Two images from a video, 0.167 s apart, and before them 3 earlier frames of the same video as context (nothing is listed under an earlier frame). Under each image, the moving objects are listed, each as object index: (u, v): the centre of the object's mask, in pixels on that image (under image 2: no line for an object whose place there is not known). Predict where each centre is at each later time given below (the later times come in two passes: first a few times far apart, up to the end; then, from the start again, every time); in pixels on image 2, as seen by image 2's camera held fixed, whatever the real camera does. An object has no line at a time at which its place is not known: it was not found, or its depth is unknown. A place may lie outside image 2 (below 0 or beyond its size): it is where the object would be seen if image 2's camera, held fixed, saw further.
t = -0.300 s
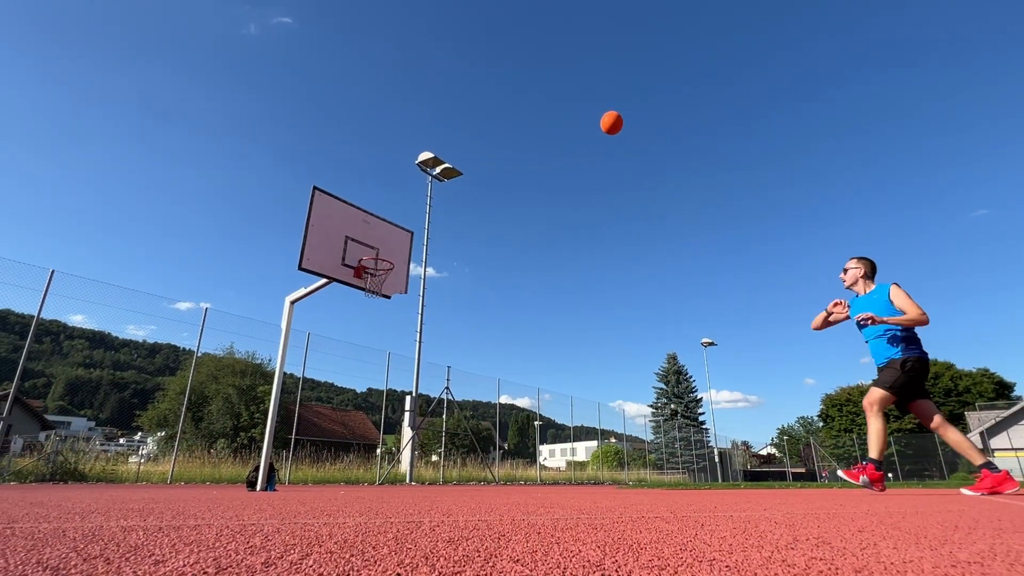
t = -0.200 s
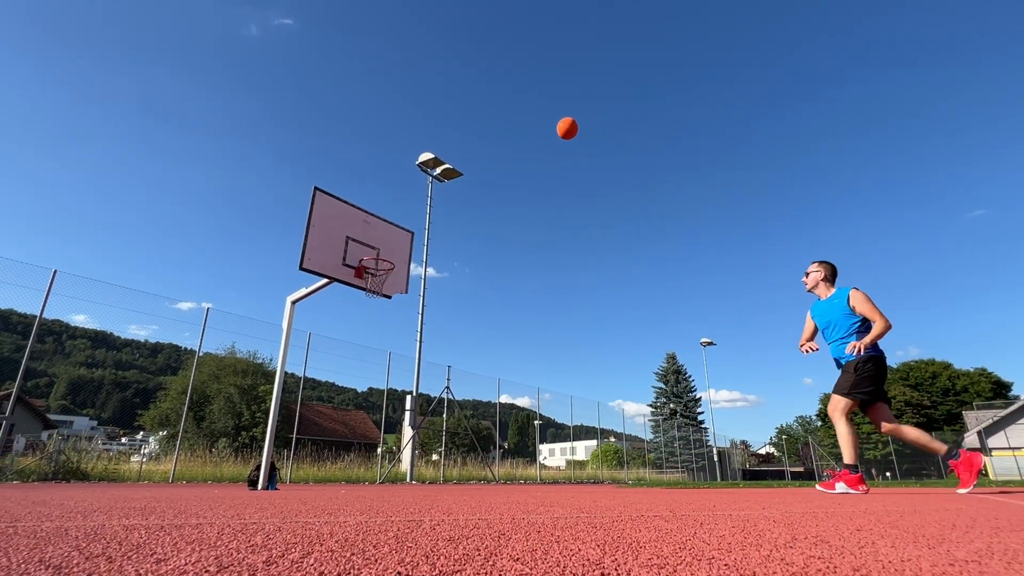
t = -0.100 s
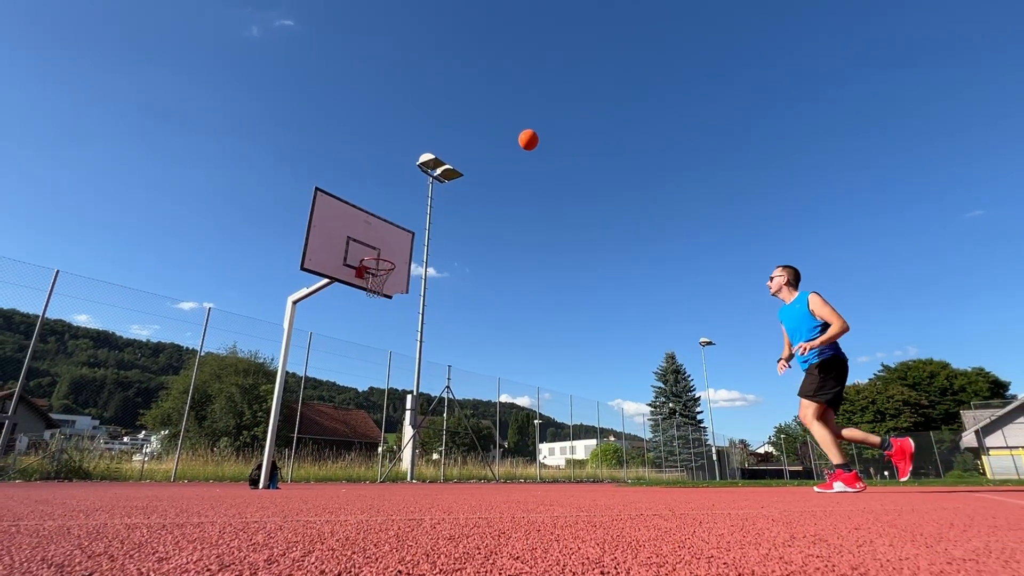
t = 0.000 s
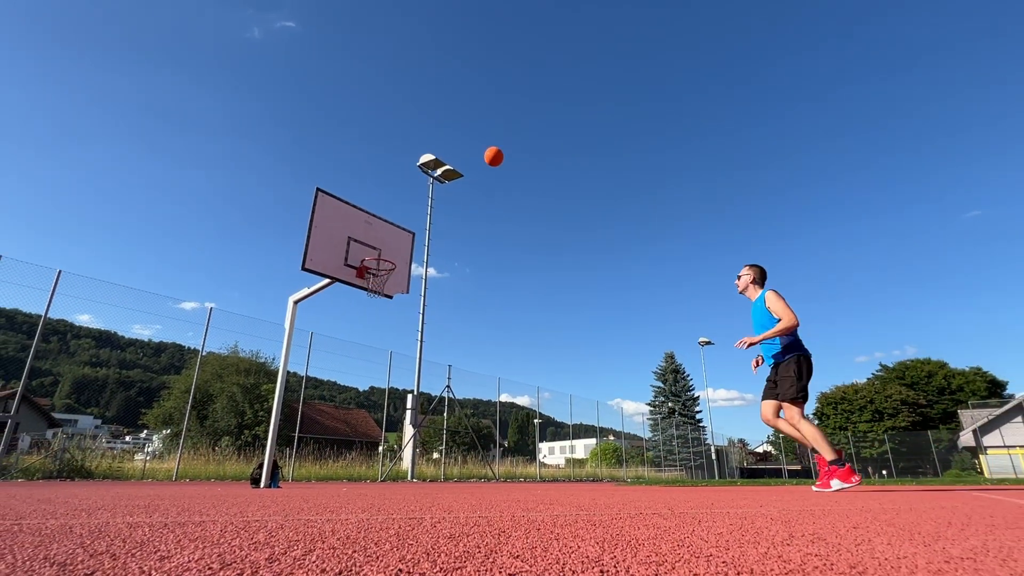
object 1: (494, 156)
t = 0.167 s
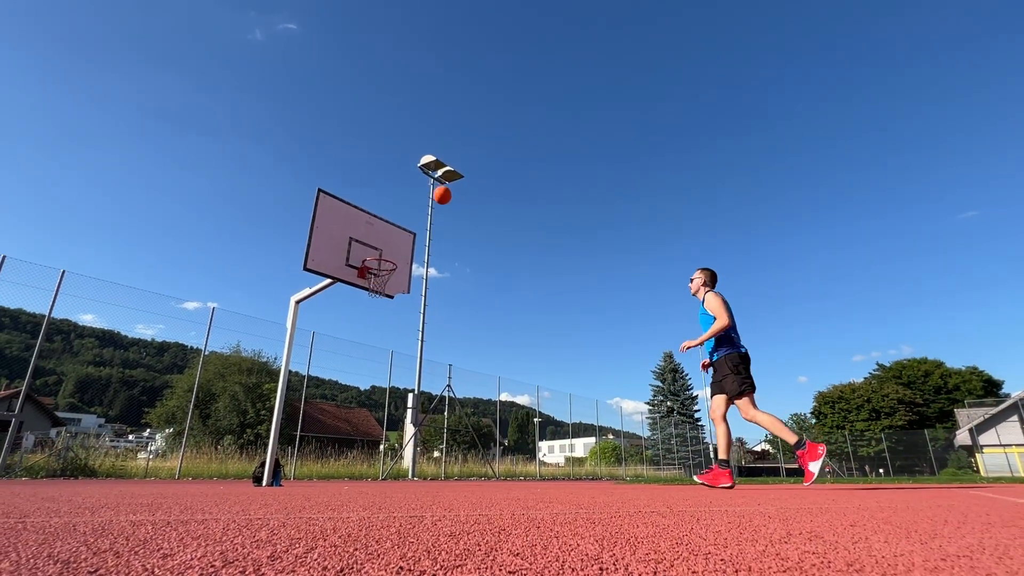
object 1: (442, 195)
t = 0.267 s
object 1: (414, 224)
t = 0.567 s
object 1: (372, 278)
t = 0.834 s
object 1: (380, 304)
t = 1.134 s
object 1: (384, 396)
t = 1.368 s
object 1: (393, 426)
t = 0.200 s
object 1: (433, 204)
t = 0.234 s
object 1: (423, 214)
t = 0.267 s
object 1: (414, 224)
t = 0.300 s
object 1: (404, 234)
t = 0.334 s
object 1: (395, 246)
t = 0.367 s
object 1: (387, 257)
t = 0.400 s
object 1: (377, 269)
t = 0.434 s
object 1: (370, 278)
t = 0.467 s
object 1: (368, 279)
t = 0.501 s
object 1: (369, 277)
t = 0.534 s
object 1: (370, 278)
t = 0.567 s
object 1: (372, 278)
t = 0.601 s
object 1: (372, 278)
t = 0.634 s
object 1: (374, 279)
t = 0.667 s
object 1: (375, 282)
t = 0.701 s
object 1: (376, 284)
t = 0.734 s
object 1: (377, 288)
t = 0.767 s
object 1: (378, 292)
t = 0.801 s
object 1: (379, 297)
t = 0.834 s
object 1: (380, 304)
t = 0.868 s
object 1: (381, 310)
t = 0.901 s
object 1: (382, 318)
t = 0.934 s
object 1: (382, 326)
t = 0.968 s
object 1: (383, 335)
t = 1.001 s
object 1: (383, 345)
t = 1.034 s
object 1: (384, 357)
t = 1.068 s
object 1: (384, 369)
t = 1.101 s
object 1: (384, 382)
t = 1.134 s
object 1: (384, 396)
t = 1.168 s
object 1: (385, 411)
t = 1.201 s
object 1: (384, 428)
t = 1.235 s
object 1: (384, 446)
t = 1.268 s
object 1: (383, 465)
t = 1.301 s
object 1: (386, 458)
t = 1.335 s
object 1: (390, 442)
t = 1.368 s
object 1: (393, 426)
